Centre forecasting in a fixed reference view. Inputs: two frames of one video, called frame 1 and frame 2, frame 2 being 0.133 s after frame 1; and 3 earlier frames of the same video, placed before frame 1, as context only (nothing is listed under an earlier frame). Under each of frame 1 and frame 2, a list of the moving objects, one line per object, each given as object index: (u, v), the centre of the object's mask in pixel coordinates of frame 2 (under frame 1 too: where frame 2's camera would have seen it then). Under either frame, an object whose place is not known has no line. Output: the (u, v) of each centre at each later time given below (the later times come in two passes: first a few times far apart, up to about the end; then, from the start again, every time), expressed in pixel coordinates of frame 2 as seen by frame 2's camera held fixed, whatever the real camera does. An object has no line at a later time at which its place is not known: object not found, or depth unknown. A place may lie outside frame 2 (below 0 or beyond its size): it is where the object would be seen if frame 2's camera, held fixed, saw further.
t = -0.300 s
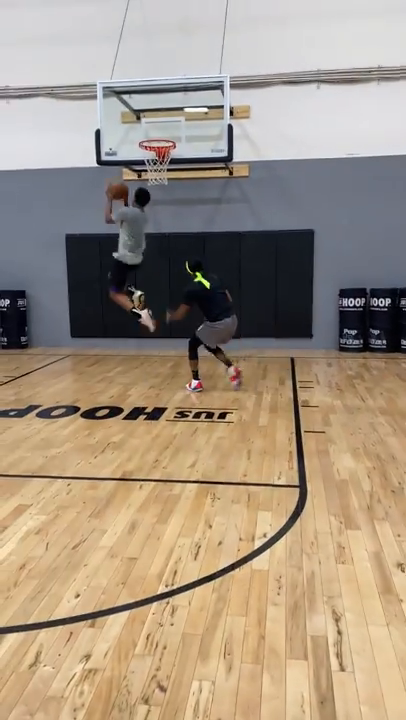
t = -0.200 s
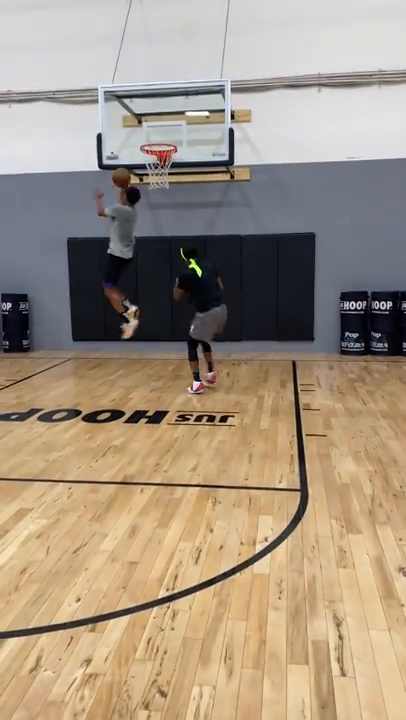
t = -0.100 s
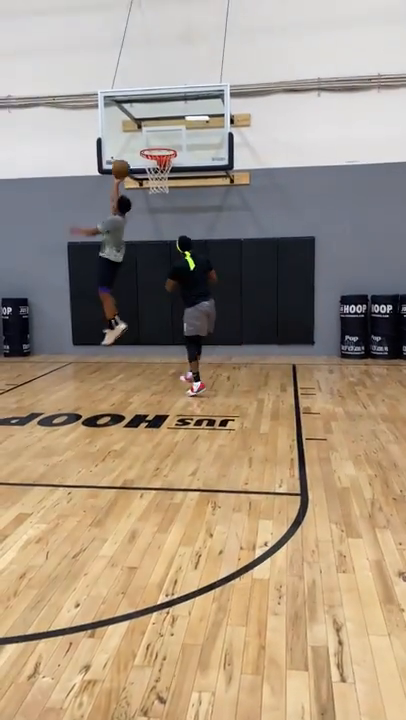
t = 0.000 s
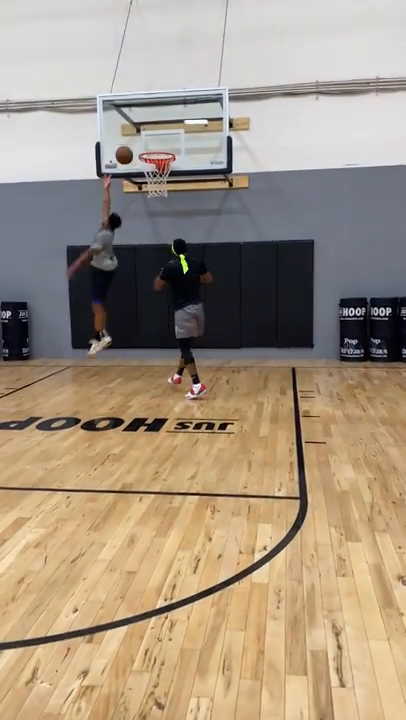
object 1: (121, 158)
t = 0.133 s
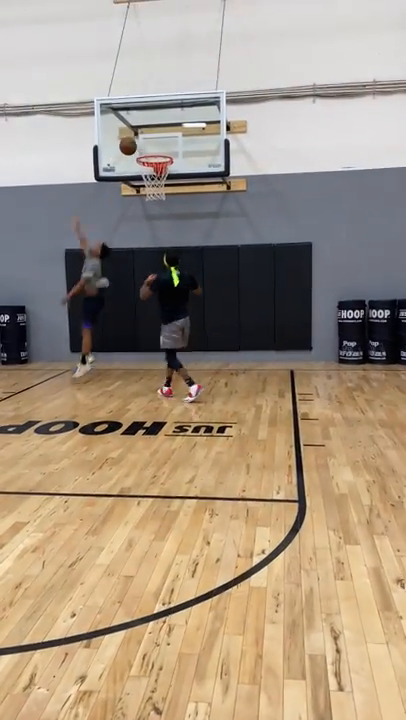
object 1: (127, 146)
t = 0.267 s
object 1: (134, 141)
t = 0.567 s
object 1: (152, 173)
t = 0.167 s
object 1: (129, 145)
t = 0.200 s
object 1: (131, 143)
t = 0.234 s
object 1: (132, 141)
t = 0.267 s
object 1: (134, 141)
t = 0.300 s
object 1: (136, 141)
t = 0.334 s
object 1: (138, 142)
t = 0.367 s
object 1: (140, 144)
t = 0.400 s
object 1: (141, 147)
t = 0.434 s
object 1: (143, 150)
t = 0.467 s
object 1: (145, 155)
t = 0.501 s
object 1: (147, 160)
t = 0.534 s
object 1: (149, 166)
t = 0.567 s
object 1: (152, 173)
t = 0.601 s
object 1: (153, 180)
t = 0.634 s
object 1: (155, 190)
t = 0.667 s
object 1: (157, 193)
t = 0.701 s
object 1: (159, 199)
